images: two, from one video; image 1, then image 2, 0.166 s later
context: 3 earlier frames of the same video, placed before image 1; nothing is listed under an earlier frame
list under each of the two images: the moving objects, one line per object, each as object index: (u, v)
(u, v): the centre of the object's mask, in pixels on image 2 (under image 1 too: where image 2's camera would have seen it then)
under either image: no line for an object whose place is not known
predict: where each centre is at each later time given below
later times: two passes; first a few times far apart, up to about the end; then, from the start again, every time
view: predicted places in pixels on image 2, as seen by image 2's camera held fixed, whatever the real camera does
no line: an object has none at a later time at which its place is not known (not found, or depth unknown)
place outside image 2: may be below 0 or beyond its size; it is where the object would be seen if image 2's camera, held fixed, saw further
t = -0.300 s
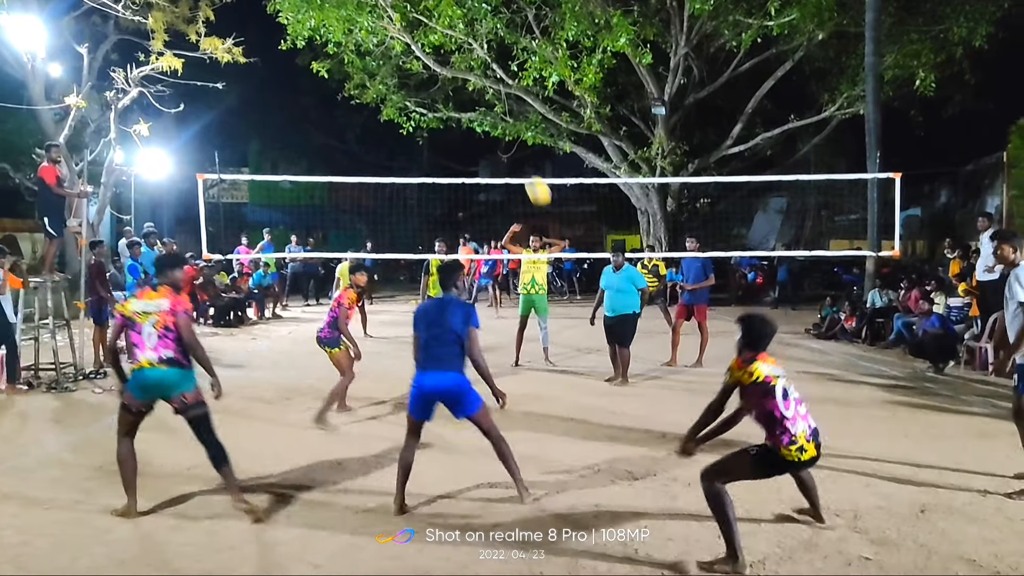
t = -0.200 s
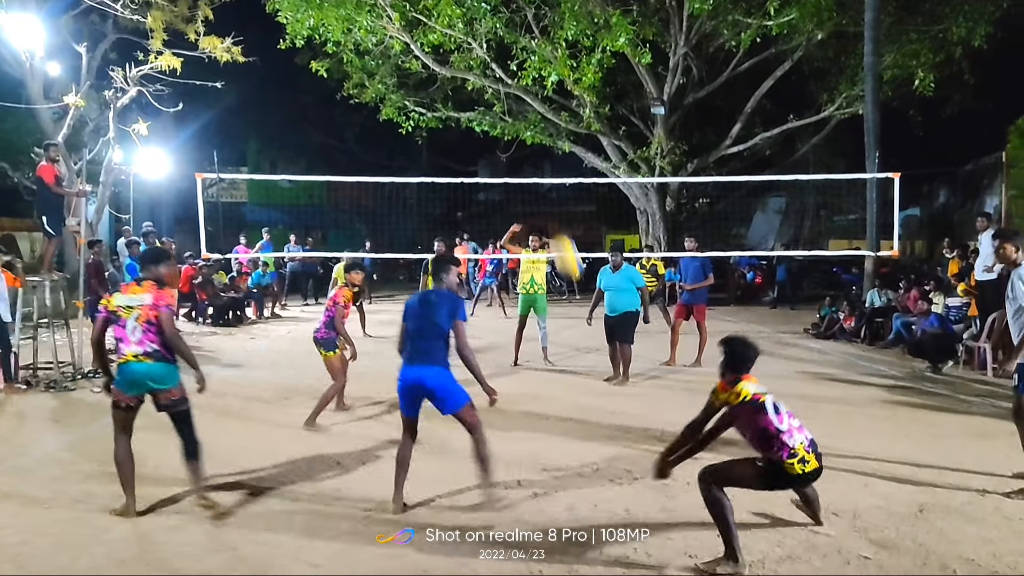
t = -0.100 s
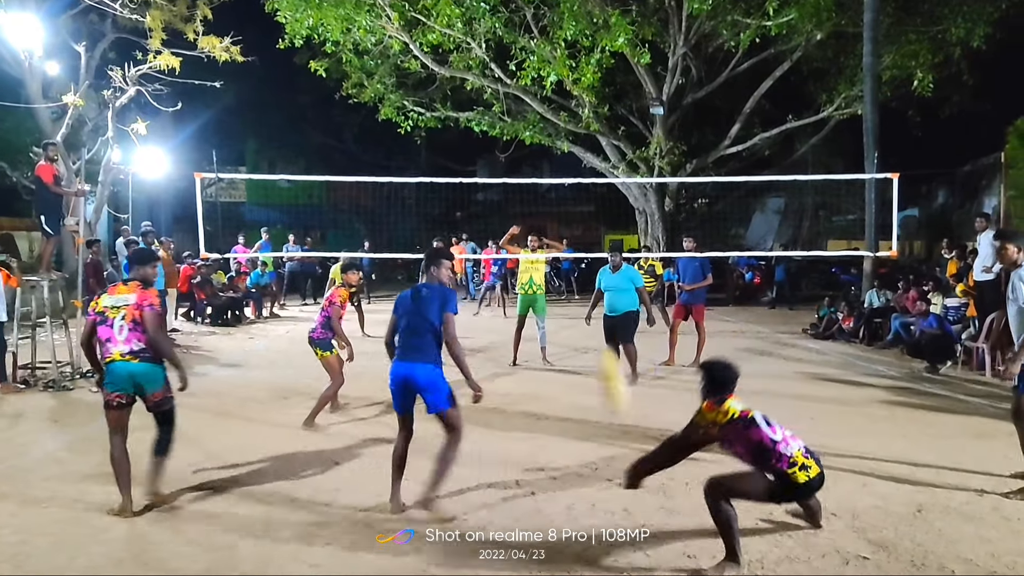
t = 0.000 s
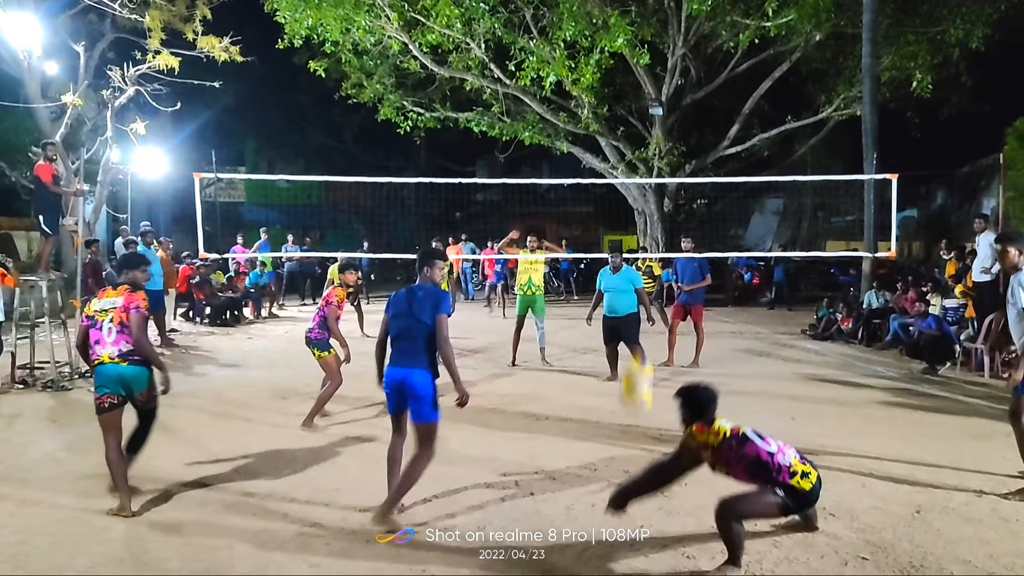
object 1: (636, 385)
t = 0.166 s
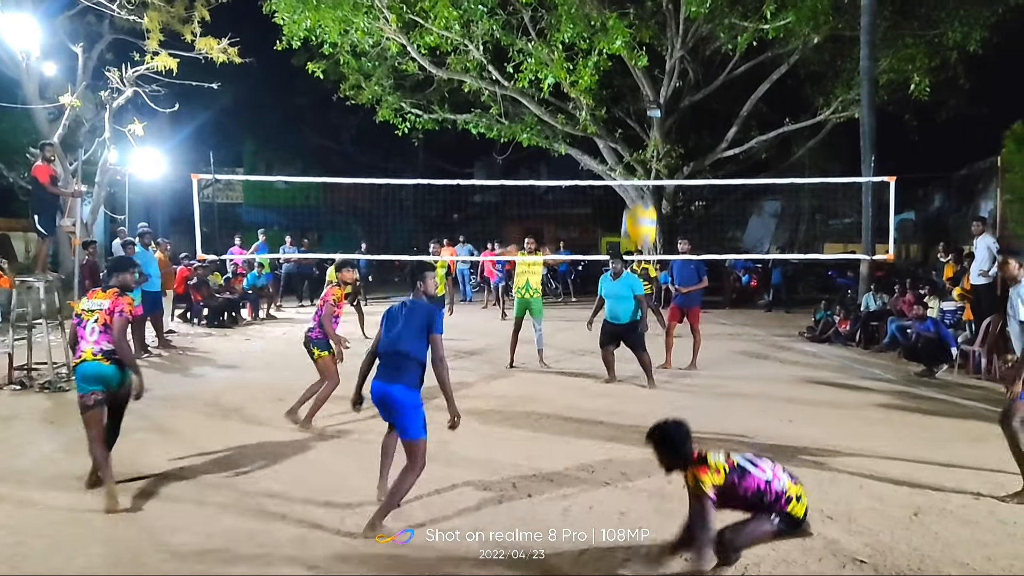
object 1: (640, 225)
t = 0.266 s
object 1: (644, 159)
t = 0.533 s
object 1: (656, 71)
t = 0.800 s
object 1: (664, 84)
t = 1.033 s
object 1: (671, 158)
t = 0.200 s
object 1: (641, 202)
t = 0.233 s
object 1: (643, 179)
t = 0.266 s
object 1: (644, 159)
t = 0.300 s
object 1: (645, 142)
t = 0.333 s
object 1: (647, 126)
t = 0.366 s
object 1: (648, 113)
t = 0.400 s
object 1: (650, 101)
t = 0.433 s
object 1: (651, 91)
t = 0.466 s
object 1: (652, 84)
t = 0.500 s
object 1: (654, 76)
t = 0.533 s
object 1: (656, 71)
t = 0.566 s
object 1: (656, 68)
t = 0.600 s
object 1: (657, 67)
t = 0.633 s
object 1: (658, 66)
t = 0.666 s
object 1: (660, 67)
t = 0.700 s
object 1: (661, 69)
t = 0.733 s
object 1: (662, 73)
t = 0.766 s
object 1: (663, 78)
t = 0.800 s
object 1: (664, 84)
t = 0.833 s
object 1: (666, 92)
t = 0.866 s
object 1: (667, 100)
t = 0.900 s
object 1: (668, 110)
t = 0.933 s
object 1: (668, 120)
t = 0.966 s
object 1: (669, 132)
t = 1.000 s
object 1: (671, 144)
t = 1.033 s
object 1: (671, 158)
